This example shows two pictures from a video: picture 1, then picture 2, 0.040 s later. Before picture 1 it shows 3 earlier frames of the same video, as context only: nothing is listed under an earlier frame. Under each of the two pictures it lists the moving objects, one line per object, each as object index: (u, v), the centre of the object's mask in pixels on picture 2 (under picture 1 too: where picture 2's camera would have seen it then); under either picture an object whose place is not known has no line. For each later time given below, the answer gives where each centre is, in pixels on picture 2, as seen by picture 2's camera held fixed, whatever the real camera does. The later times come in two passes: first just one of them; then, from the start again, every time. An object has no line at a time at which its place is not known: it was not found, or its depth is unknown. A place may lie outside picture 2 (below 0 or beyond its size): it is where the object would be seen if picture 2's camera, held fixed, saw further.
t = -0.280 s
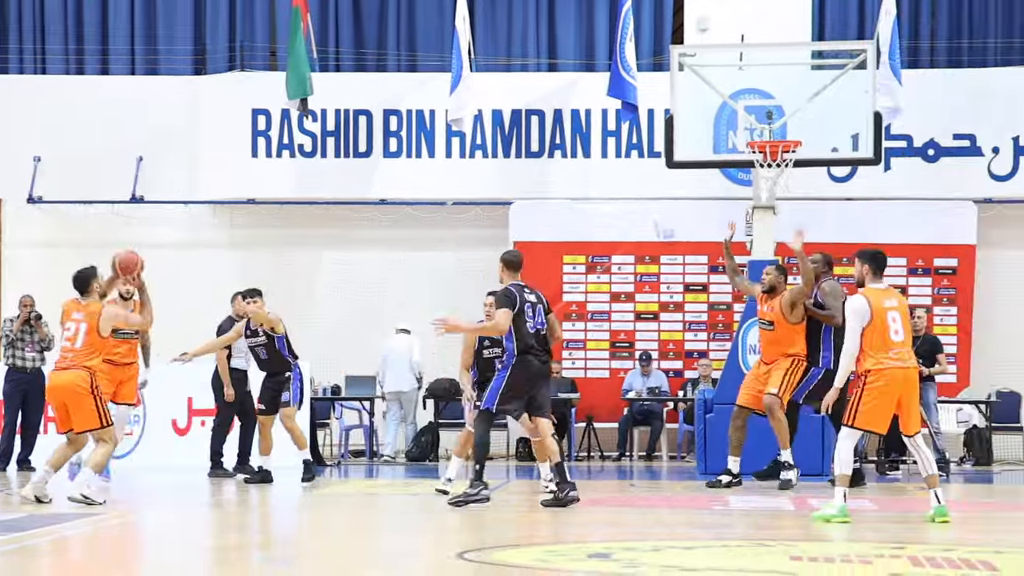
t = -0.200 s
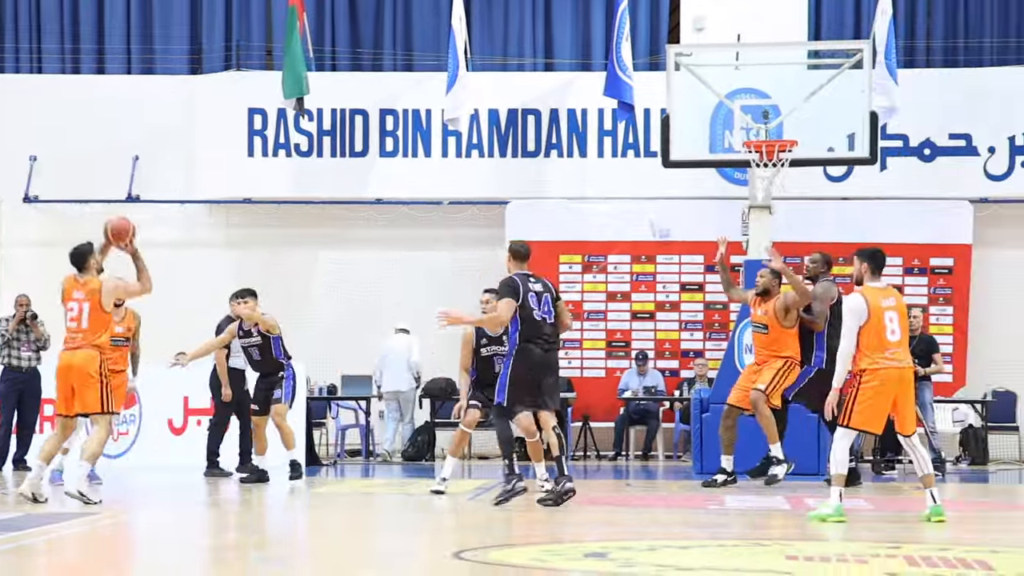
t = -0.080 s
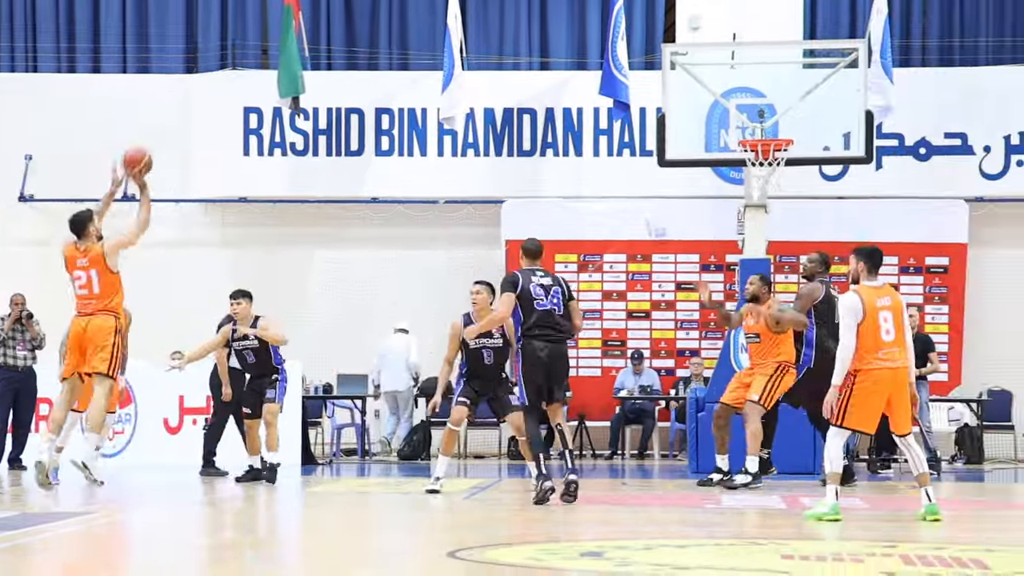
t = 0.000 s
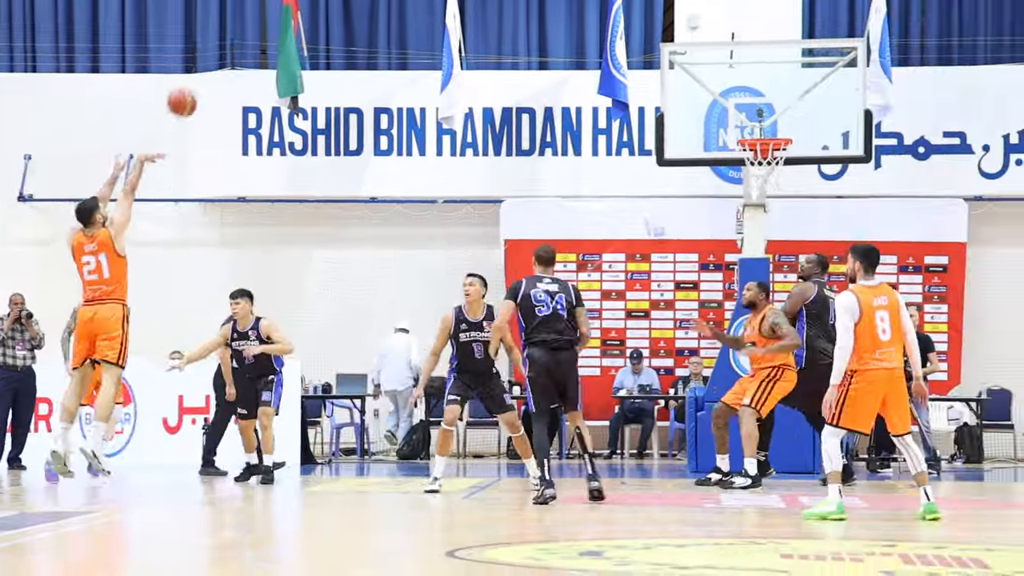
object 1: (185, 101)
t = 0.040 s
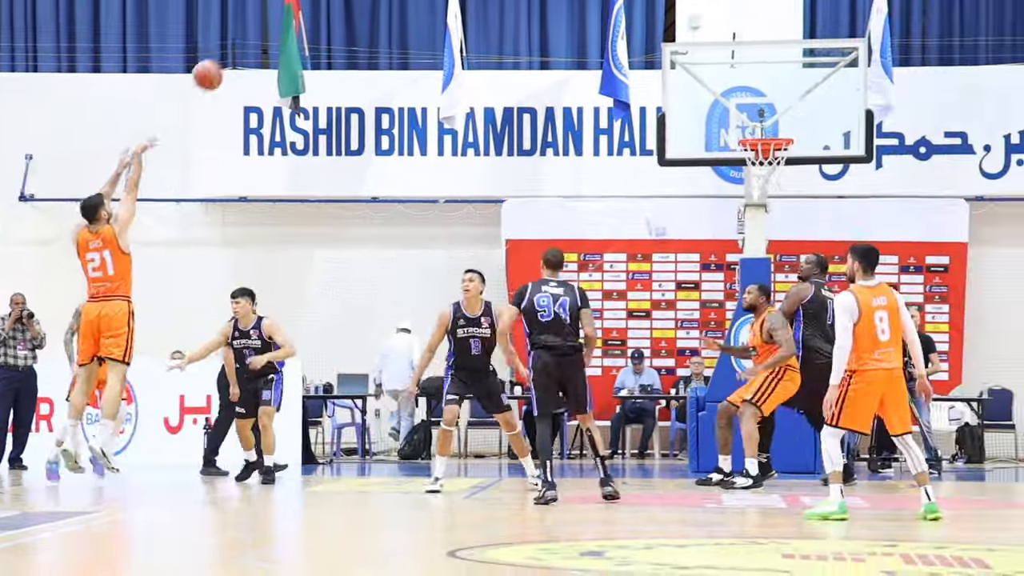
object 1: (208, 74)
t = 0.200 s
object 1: (302, 1)
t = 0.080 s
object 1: (232, 52)
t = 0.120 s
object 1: (255, 31)
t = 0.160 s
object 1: (280, 11)
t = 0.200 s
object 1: (302, 1)
